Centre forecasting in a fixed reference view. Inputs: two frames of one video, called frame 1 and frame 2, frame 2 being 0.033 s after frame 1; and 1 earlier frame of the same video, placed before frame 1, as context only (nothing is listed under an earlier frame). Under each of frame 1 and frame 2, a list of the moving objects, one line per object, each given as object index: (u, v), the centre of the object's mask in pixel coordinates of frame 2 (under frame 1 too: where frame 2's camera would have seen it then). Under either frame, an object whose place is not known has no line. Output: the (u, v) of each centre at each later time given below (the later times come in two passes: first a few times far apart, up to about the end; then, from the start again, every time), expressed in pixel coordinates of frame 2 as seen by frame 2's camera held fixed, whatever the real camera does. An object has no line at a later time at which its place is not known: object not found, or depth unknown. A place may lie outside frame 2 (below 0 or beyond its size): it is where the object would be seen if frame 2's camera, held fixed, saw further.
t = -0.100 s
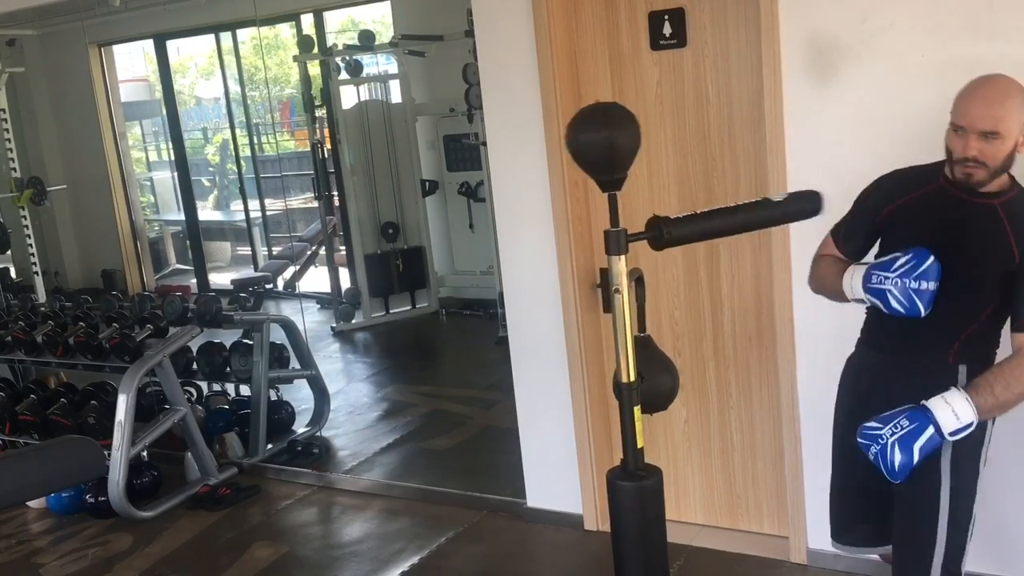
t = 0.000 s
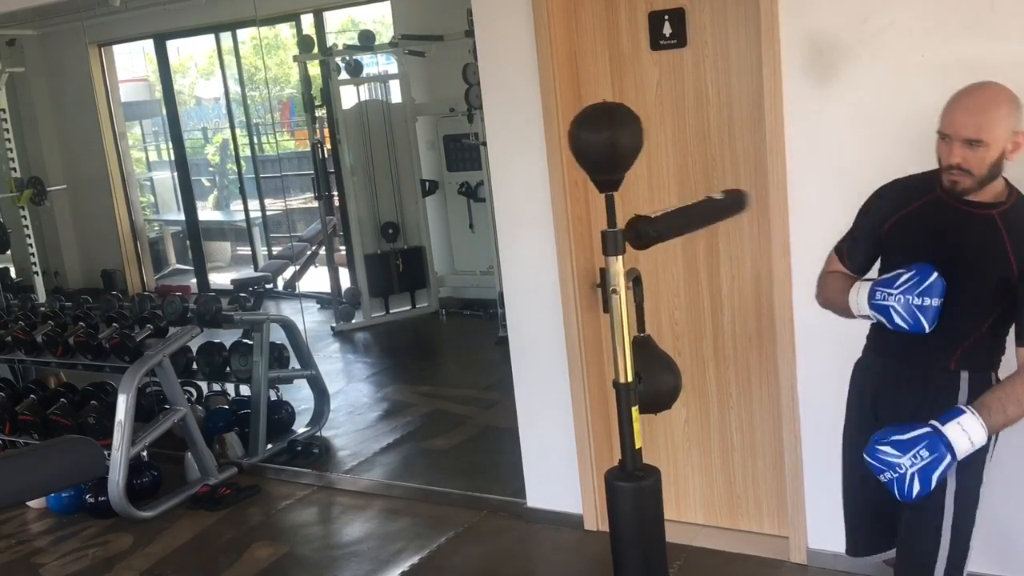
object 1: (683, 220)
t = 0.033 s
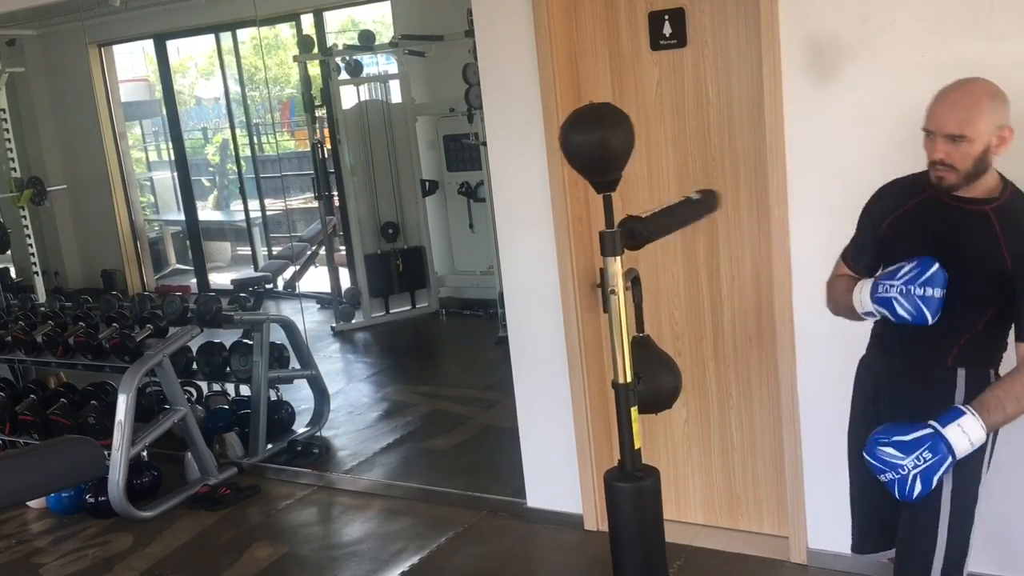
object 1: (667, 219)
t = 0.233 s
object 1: (571, 228)
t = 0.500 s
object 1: (477, 249)
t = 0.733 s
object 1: (463, 270)
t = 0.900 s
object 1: (522, 279)
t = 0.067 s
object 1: (653, 218)
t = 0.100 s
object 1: (640, 218)
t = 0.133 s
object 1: (626, 217)
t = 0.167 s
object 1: (599, 222)
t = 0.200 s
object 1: (584, 225)
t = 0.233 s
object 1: (571, 228)
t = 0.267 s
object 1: (558, 230)
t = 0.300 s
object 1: (543, 232)
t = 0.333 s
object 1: (531, 235)
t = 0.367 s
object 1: (518, 237)
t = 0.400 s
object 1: (505, 240)
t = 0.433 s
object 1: (495, 243)
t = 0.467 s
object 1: (485, 246)
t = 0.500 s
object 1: (477, 249)
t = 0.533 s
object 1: (468, 252)
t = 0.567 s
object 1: (463, 255)
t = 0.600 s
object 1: (460, 258)
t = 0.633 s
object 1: (457, 261)
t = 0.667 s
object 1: (455, 265)
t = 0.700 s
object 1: (458, 268)
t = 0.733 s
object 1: (463, 270)
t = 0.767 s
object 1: (468, 273)
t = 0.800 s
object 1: (478, 275)
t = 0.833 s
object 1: (491, 277)
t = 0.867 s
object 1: (506, 278)
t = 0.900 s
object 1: (522, 279)
